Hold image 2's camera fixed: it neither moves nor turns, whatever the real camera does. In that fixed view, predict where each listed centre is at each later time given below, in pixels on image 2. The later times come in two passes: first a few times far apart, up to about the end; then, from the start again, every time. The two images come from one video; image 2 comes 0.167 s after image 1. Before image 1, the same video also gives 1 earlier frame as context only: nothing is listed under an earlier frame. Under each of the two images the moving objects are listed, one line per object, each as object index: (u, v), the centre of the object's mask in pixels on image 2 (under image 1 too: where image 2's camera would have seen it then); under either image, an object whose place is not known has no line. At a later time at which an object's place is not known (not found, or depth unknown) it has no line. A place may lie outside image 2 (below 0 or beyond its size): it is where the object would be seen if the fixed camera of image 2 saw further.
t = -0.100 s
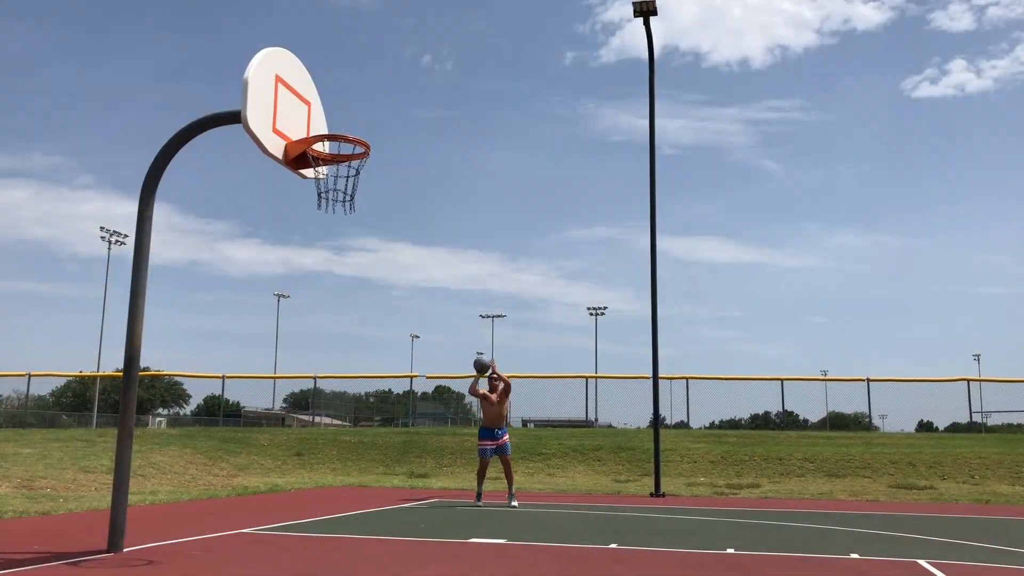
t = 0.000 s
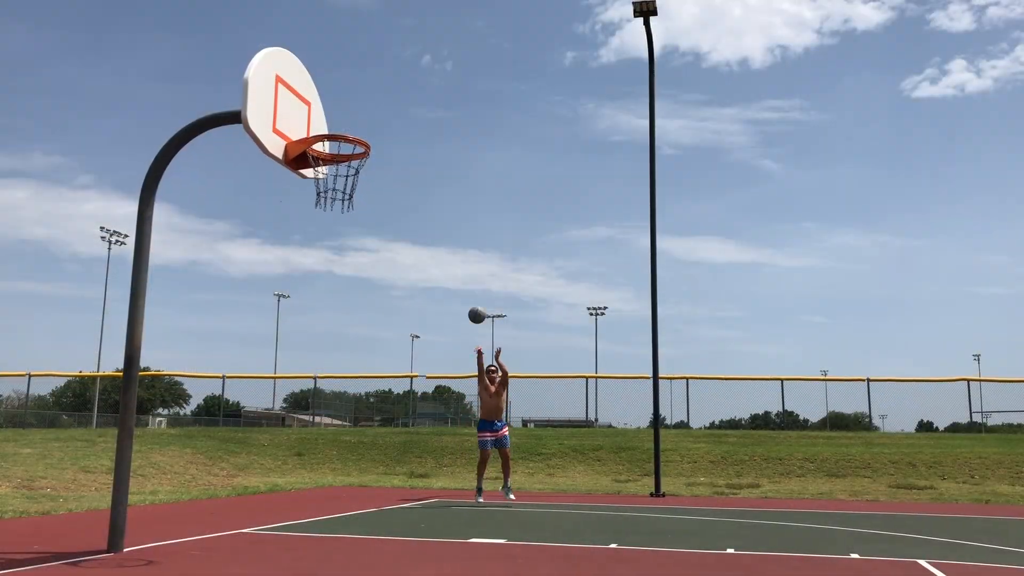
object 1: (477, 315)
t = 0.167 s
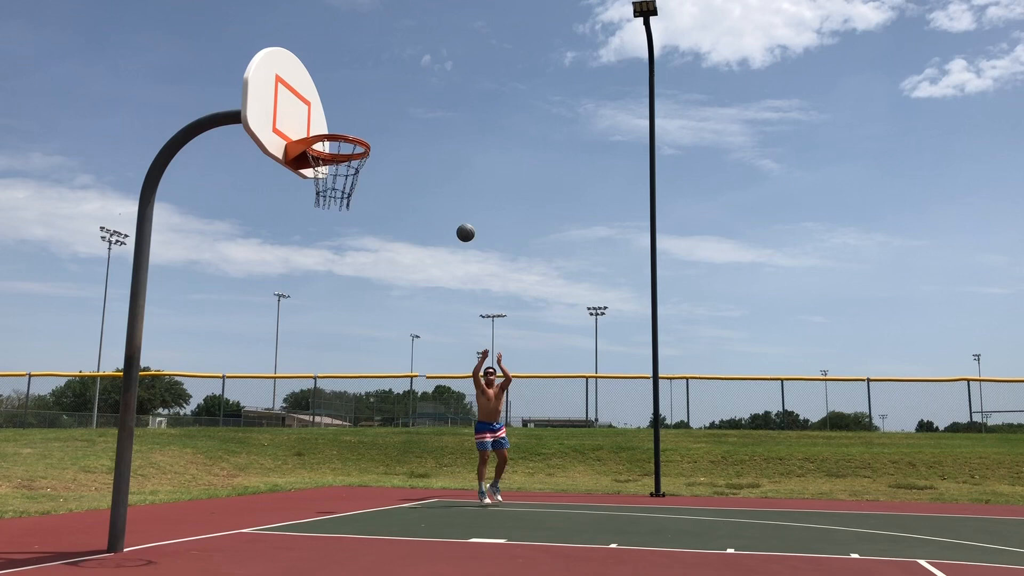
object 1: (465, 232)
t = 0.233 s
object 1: (461, 203)
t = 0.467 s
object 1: (441, 119)
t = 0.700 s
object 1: (416, 65)
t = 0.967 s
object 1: (379, 55)
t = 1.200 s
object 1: (336, 109)
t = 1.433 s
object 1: (356, 165)
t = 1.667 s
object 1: (343, 177)
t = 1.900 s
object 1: (320, 191)
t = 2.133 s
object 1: (307, 226)
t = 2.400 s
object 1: (288, 358)
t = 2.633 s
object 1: (266, 544)
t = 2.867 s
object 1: (273, 380)
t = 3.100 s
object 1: (275, 296)
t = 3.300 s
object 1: (273, 286)
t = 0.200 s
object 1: (463, 218)
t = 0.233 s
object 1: (461, 203)
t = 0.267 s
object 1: (458, 189)
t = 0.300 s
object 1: (455, 176)
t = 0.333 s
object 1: (452, 164)
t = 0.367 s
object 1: (449, 151)
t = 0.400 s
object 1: (447, 140)
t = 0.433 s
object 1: (443, 129)
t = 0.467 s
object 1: (441, 119)
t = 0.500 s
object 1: (437, 109)
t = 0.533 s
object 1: (434, 100)
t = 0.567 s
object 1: (431, 91)
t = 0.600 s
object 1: (427, 84)
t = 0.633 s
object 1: (423, 77)
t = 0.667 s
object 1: (420, 71)
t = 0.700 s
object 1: (416, 65)
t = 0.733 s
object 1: (412, 61)
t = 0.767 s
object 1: (407, 57)
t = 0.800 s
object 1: (403, 54)
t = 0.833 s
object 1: (399, 52)
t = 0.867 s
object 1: (394, 52)
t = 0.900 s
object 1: (389, 52)
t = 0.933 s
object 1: (384, 53)
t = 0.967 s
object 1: (379, 55)
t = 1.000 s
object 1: (374, 58)
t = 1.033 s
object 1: (368, 63)
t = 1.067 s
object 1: (362, 69)
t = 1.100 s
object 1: (356, 77)
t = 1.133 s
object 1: (350, 86)
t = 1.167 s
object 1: (343, 97)
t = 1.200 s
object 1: (336, 109)
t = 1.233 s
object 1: (329, 122)
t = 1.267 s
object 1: (322, 141)
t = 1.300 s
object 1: (328, 151)
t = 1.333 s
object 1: (336, 155)
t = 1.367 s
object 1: (346, 159)
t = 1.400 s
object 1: (352, 162)
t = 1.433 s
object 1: (356, 165)
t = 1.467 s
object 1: (358, 166)
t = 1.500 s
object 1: (357, 167)
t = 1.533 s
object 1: (355, 169)
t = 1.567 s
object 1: (352, 171)
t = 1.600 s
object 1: (349, 173)
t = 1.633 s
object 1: (346, 175)
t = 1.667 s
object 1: (343, 177)
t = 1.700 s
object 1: (338, 180)
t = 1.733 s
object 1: (335, 182)
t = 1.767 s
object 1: (332, 185)
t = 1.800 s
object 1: (329, 188)
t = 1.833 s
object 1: (326, 189)
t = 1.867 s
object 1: (323, 190)
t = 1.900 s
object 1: (320, 191)
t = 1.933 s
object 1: (318, 193)
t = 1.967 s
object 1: (316, 195)
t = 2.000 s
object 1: (315, 199)
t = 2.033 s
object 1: (313, 203)
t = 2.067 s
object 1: (311, 210)
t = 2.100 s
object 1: (309, 217)
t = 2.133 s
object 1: (307, 226)
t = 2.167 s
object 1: (305, 237)
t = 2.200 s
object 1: (303, 249)
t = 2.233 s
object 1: (301, 263)
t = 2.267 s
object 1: (298, 279)
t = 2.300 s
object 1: (296, 295)
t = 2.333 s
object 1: (294, 314)
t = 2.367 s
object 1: (291, 335)
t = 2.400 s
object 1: (288, 358)
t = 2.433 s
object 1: (285, 383)
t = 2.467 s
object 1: (282, 409)
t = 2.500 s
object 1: (279, 438)
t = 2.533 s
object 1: (275, 469)
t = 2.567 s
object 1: (271, 503)
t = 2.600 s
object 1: (267, 538)
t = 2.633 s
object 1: (266, 544)
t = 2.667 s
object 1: (267, 515)
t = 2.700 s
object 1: (268, 488)
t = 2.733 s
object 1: (270, 464)
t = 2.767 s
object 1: (271, 440)
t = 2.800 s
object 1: (272, 418)
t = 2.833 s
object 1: (272, 398)
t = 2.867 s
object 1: (273, 380)
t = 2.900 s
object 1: (274, 363)
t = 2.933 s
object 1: (274, 347)
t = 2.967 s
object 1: (275, 334)
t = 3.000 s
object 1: (275, 322)
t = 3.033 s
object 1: (275, 311)
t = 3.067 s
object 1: (275, 303)
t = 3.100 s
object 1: (275, 296)
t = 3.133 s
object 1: (275, 290)
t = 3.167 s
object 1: (275, 286)
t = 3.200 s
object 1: (275, 284)
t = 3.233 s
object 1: (274, 283)
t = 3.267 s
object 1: (274, 284)
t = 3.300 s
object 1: (273, 286)
